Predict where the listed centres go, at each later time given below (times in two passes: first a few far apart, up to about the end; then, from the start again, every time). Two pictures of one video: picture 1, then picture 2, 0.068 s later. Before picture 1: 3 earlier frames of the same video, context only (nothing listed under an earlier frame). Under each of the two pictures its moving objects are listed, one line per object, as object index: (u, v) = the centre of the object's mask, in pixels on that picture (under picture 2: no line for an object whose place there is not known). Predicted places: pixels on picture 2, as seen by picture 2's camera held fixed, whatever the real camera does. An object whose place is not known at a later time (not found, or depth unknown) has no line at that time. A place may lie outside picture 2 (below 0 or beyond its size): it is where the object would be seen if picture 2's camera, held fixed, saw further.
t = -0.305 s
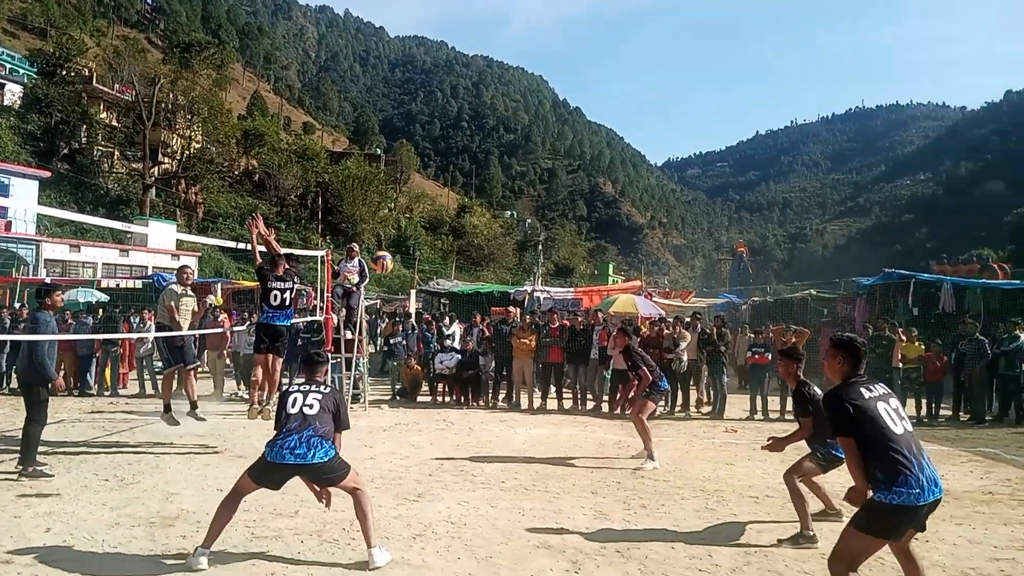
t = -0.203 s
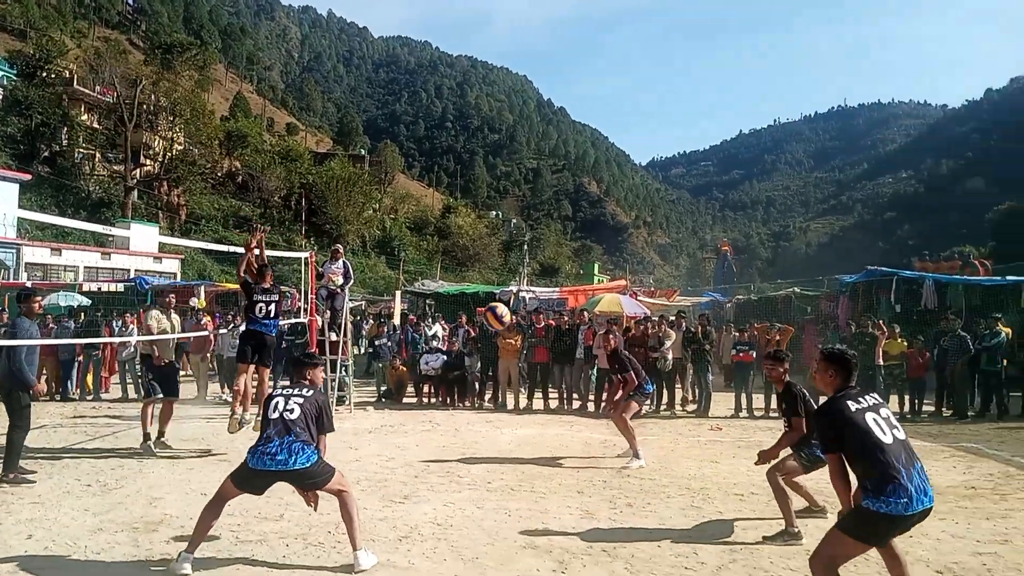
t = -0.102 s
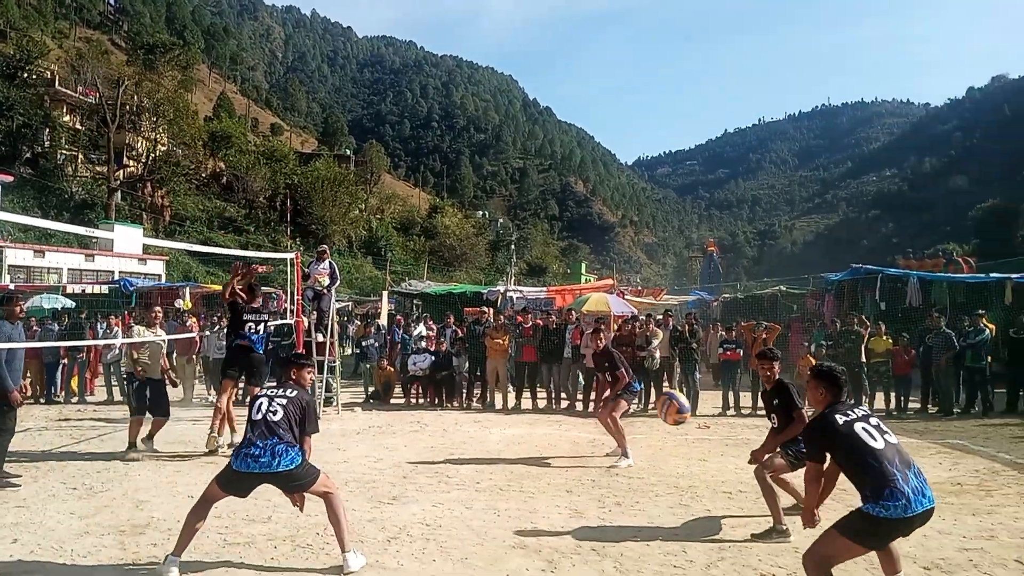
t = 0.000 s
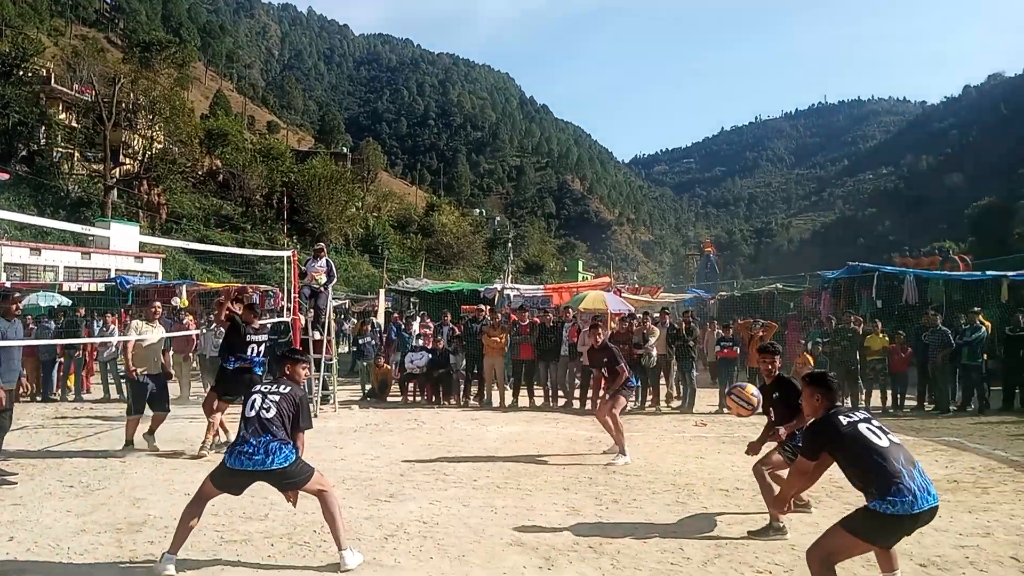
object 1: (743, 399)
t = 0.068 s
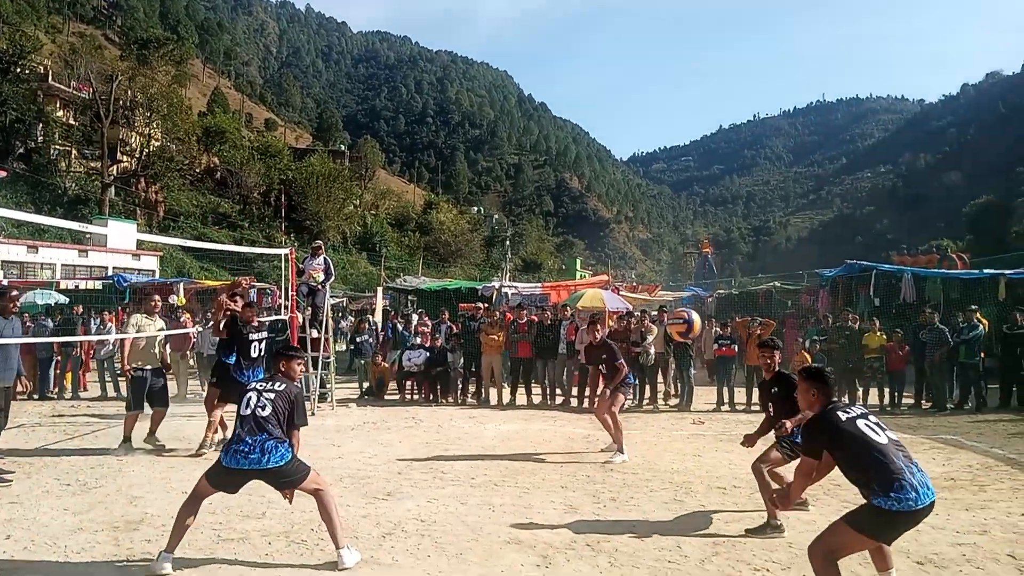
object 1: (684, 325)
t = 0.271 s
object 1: (549, 171)
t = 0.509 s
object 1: (435, 91)
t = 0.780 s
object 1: (334, 85)
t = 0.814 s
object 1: (325, 91)
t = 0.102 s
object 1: (658, 291)
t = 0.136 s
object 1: (634, 262)
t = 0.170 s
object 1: (612, 236)
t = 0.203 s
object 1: (590, 213)
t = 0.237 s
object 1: (569, 192)
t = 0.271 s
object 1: (549, 171)
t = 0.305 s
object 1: (532, 155)
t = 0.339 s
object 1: (513, 140)
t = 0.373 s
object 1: (497, 127)
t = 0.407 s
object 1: (480, 116)
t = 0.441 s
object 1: (465, 104)
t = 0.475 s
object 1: (450, 96)
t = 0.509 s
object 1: (435, 91)
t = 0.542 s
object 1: (421, 84)
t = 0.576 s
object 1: (406, 82)
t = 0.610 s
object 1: (393, 79)
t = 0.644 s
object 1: (381, 78)
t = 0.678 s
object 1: (369, 78)
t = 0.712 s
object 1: (357, 79)
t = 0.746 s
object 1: (345, 82)
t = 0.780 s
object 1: (334, 85)
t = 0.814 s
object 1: (325, 91)
